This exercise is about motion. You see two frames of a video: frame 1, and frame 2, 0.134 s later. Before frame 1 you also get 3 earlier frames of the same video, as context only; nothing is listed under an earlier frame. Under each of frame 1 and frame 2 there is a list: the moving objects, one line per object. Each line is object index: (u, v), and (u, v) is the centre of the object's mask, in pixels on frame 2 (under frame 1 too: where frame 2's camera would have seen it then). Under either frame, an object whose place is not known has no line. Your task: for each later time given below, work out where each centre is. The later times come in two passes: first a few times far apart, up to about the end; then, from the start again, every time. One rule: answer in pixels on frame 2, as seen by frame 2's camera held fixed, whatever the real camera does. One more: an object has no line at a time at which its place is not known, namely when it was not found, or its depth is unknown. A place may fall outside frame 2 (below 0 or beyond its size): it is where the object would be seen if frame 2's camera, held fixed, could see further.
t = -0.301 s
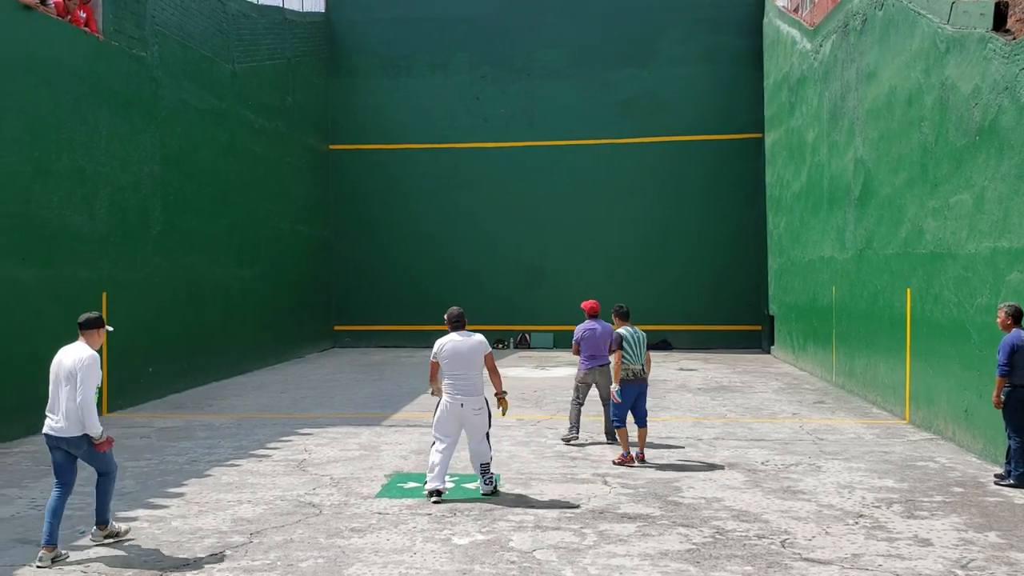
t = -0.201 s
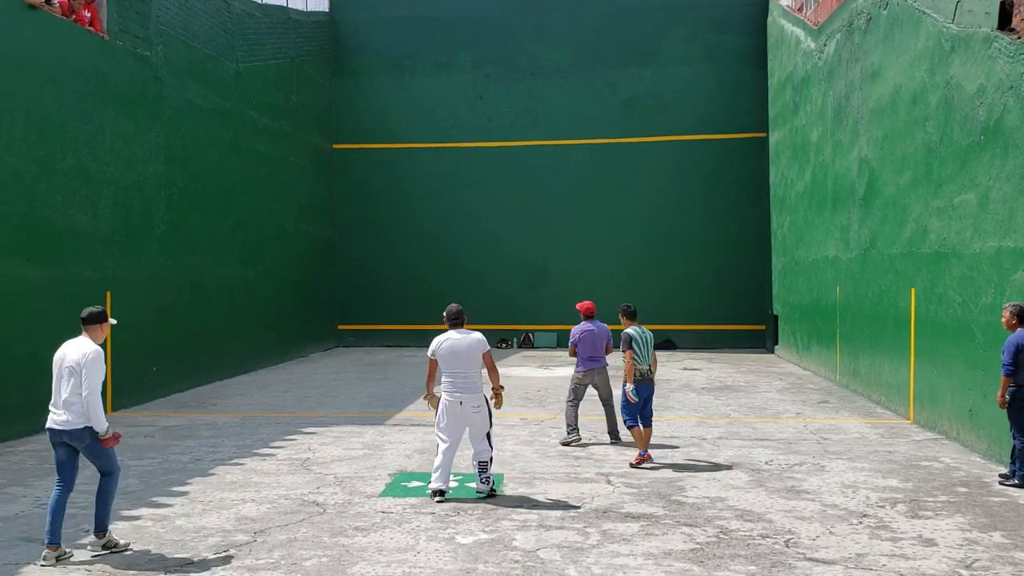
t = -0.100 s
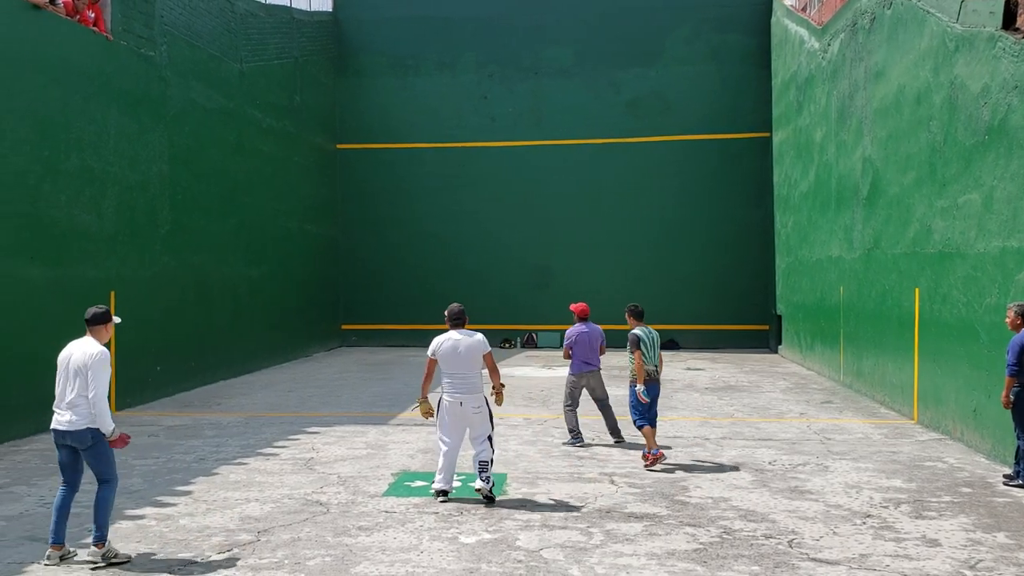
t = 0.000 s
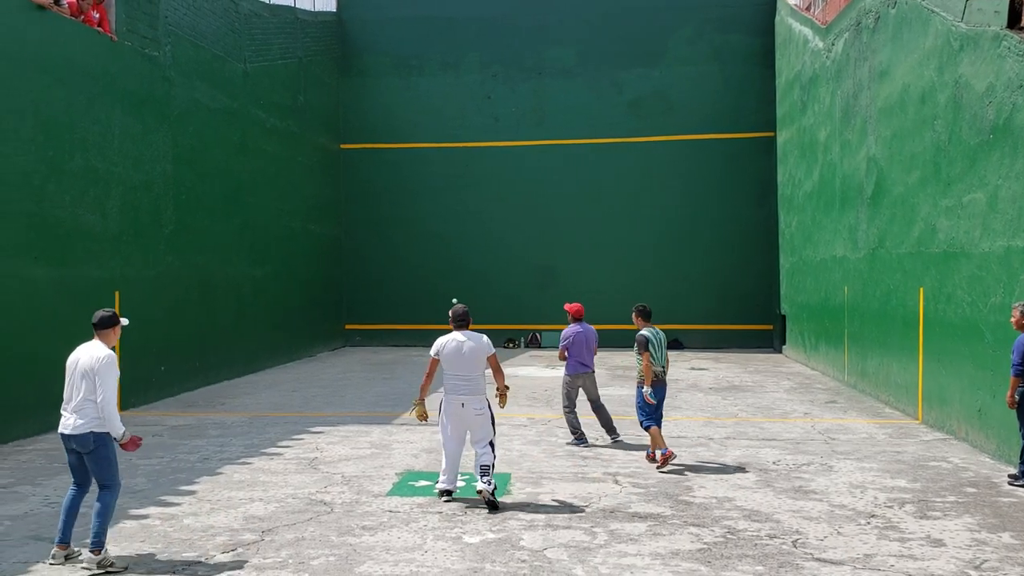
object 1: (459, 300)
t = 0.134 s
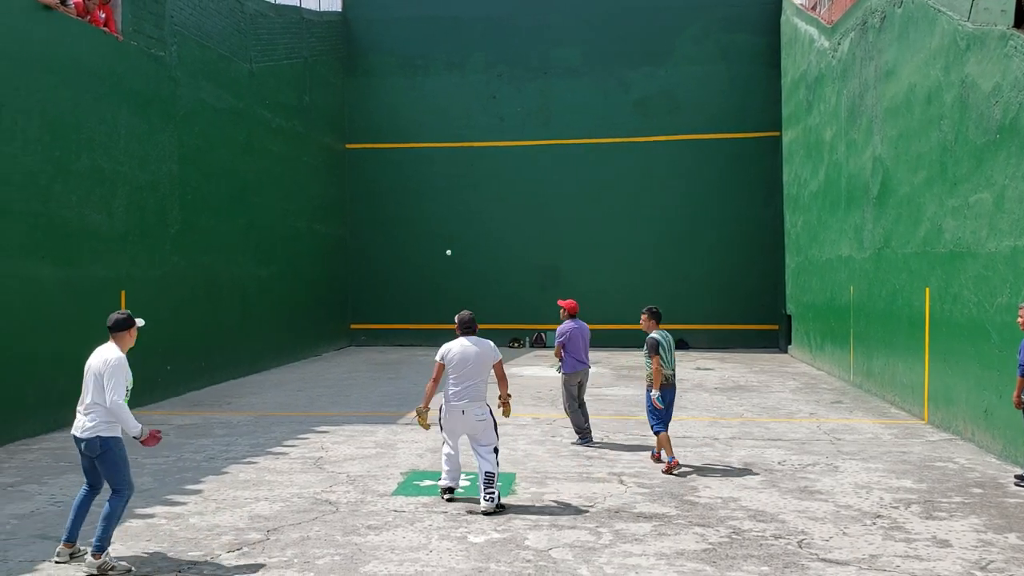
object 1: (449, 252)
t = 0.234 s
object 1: (440, 221)
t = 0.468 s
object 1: (416, 173)
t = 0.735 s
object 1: (382, 171)
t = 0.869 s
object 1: (361, 199)
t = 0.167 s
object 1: (446, 241)
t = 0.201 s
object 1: (443, 231)
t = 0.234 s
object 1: (440, 221)
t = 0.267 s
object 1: (437, 212)
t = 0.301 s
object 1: (434, 204)
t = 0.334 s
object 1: (431, 196)
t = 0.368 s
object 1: (427, 190)
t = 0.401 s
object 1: (424, 183)
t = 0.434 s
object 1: (420, 178)
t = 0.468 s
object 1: (416, 173)
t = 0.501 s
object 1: (414, 169)
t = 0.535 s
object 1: (410, 166)
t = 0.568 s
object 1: (405, 164)
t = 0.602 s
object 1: (401, 163)
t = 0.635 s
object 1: (396, 163)
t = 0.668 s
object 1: (392, 165)
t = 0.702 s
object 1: (387, 167)
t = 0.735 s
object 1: (382, 171)
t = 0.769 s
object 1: (377, 176)
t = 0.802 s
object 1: (372, 182)
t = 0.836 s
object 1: (367, 189)
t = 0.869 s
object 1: (361, 199)
